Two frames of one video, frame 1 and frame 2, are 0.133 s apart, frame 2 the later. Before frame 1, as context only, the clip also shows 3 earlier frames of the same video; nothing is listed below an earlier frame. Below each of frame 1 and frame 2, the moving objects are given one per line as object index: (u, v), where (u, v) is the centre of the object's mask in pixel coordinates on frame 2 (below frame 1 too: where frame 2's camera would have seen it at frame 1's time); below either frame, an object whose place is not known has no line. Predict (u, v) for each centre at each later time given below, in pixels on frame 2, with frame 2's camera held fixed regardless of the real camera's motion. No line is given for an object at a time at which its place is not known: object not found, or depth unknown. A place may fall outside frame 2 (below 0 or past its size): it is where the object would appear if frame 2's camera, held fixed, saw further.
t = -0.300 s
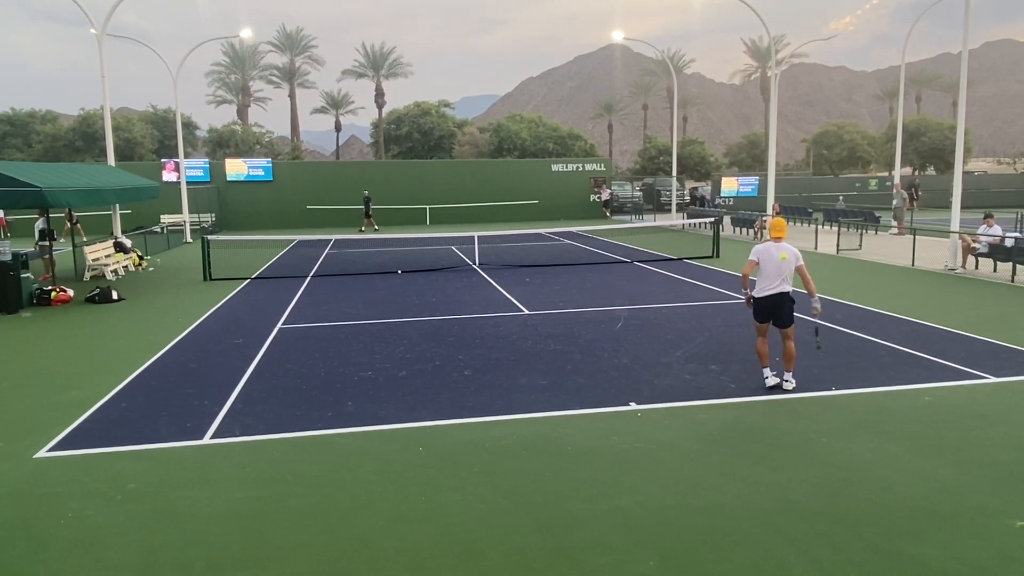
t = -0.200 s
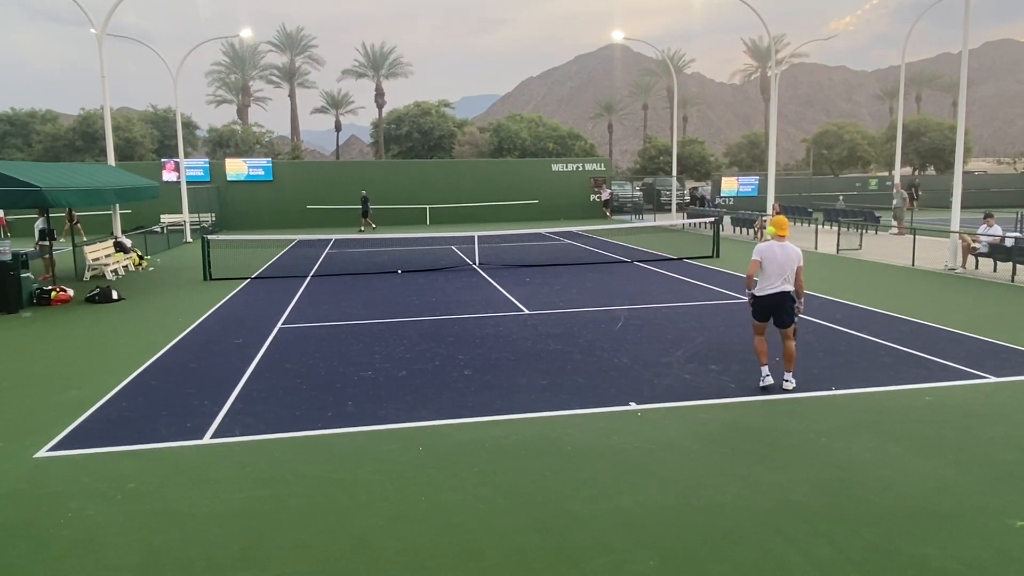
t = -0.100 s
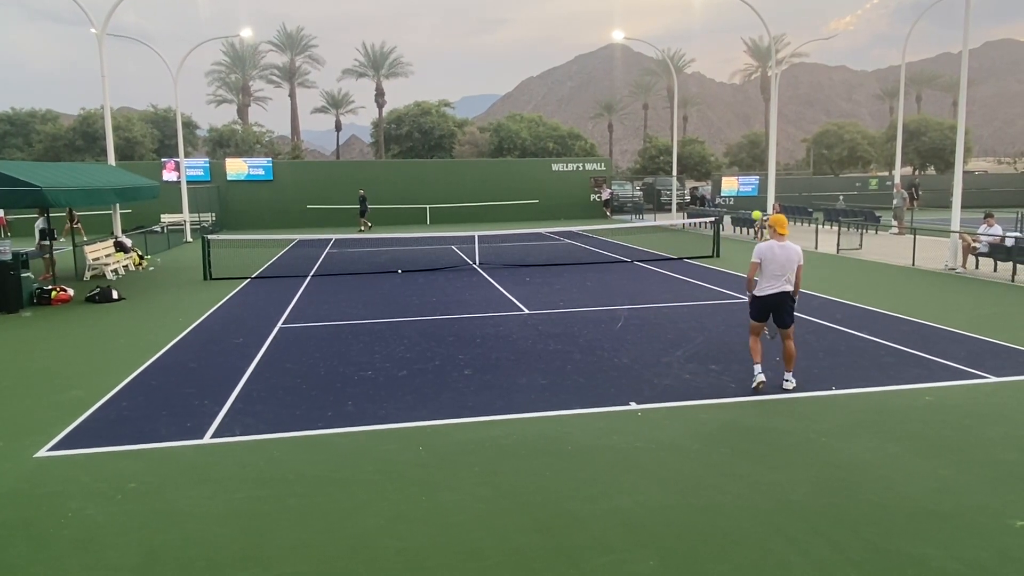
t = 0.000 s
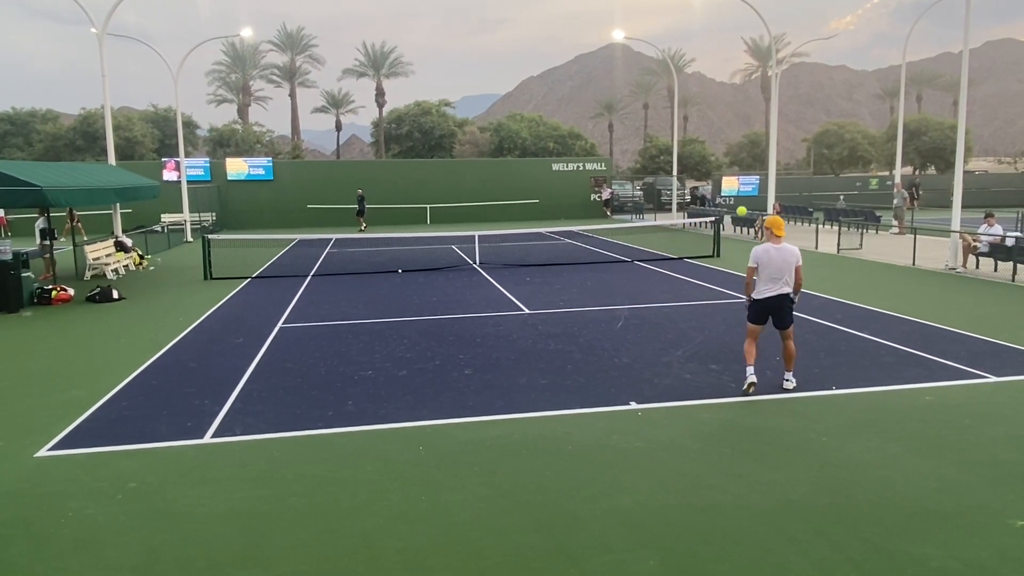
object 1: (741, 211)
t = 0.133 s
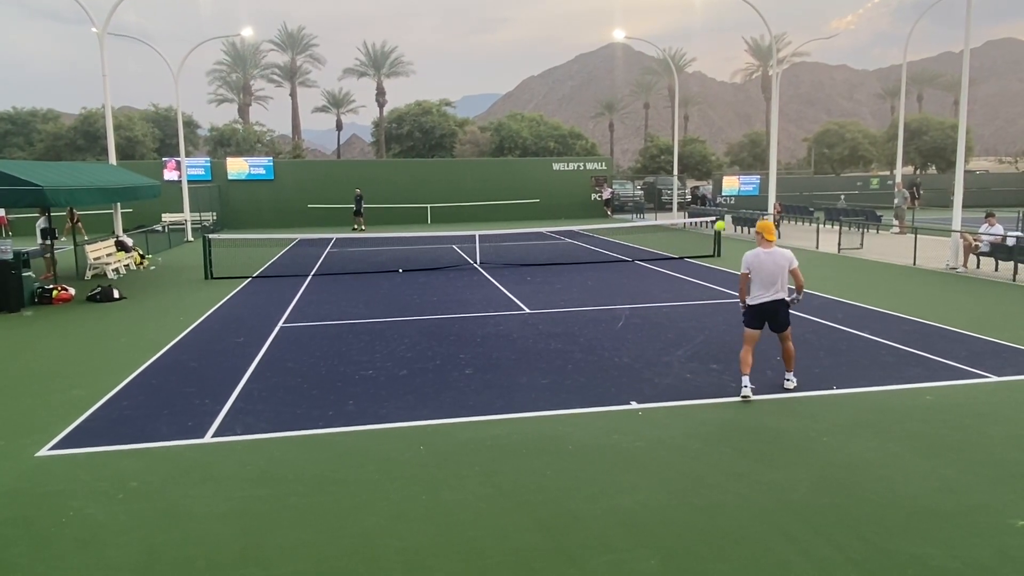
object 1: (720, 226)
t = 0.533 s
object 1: (638, 440)
